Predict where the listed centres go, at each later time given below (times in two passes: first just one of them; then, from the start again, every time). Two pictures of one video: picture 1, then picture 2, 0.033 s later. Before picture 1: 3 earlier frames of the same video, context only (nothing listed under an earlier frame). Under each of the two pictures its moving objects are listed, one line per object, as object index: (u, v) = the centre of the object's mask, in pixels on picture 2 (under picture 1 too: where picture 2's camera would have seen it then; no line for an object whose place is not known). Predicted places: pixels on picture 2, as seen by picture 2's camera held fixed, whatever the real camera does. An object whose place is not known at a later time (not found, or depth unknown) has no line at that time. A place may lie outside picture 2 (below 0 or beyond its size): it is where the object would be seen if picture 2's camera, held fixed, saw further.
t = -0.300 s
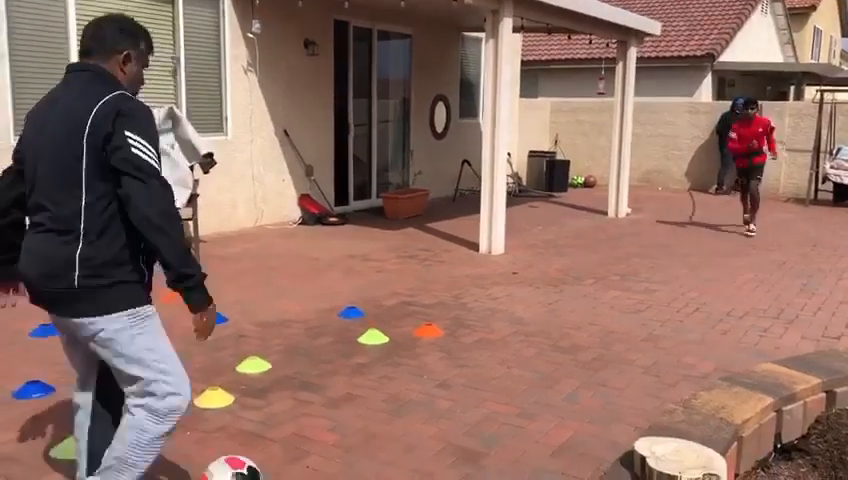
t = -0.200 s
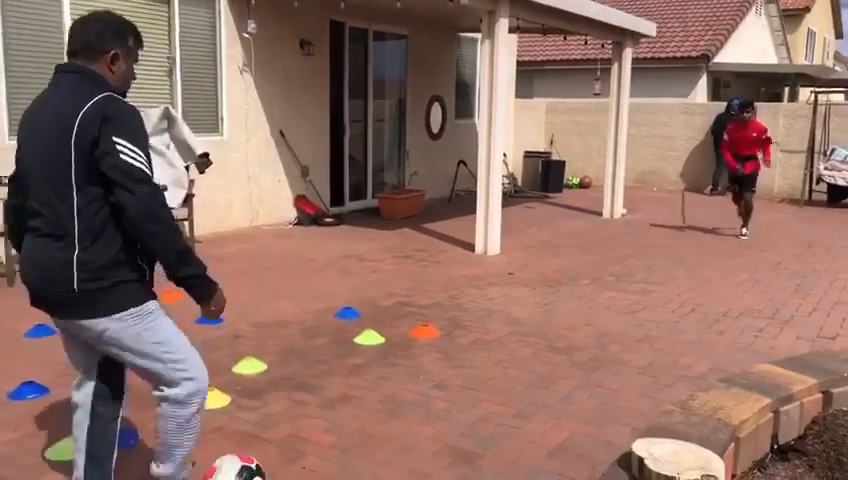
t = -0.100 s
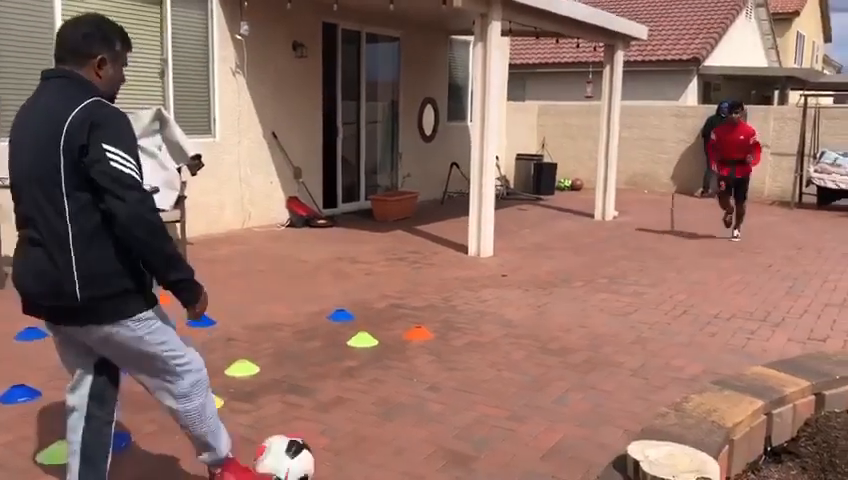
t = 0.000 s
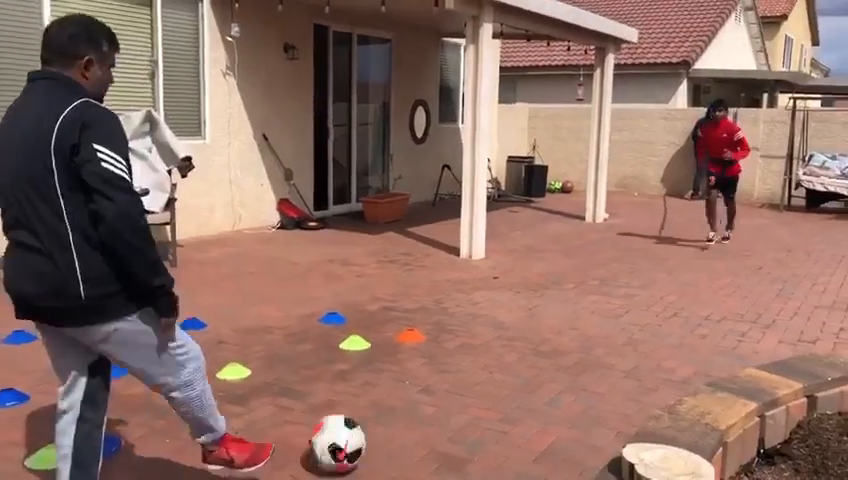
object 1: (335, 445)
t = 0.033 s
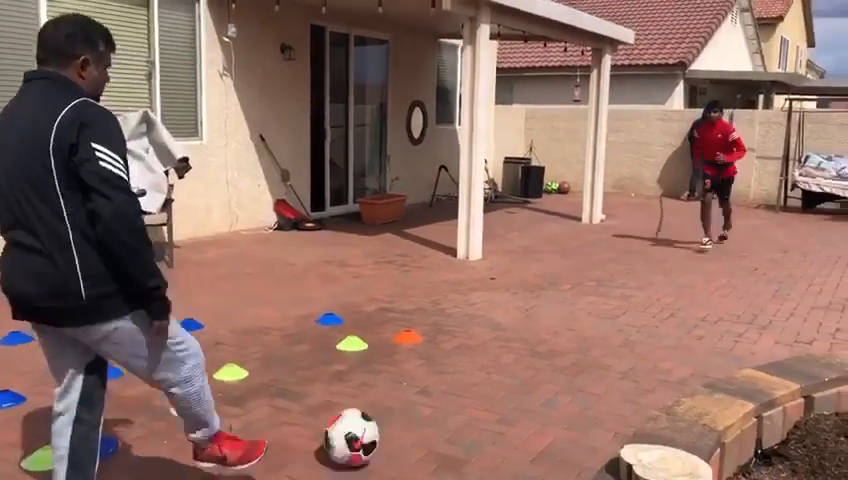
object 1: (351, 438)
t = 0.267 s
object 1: (436, 404)
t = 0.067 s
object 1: (367, 434)
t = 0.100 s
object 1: (382, 428)
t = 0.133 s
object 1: (395, 420)
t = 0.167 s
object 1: (407, 415)
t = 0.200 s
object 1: (418, 414)
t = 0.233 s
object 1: (427, 409)
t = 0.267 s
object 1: (436, 404)
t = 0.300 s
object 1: (445, 403)
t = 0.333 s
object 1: (454, 397)
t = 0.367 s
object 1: (461, 393)
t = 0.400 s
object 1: (470, 391)
